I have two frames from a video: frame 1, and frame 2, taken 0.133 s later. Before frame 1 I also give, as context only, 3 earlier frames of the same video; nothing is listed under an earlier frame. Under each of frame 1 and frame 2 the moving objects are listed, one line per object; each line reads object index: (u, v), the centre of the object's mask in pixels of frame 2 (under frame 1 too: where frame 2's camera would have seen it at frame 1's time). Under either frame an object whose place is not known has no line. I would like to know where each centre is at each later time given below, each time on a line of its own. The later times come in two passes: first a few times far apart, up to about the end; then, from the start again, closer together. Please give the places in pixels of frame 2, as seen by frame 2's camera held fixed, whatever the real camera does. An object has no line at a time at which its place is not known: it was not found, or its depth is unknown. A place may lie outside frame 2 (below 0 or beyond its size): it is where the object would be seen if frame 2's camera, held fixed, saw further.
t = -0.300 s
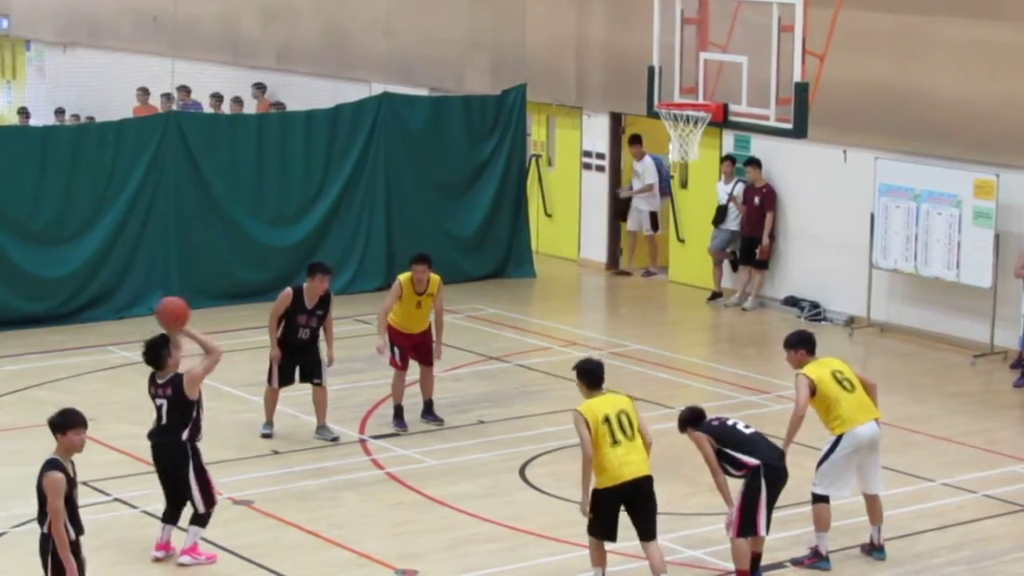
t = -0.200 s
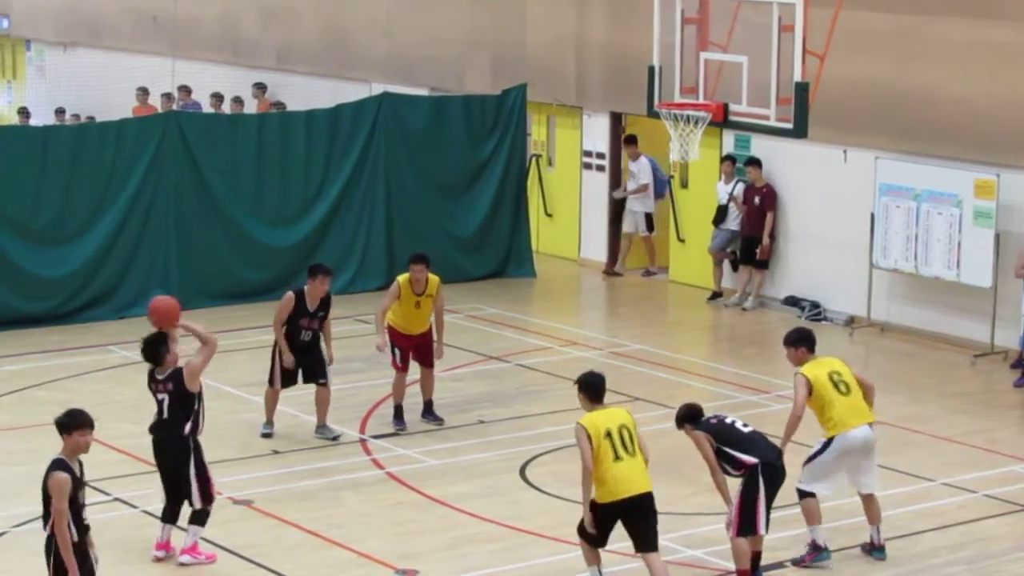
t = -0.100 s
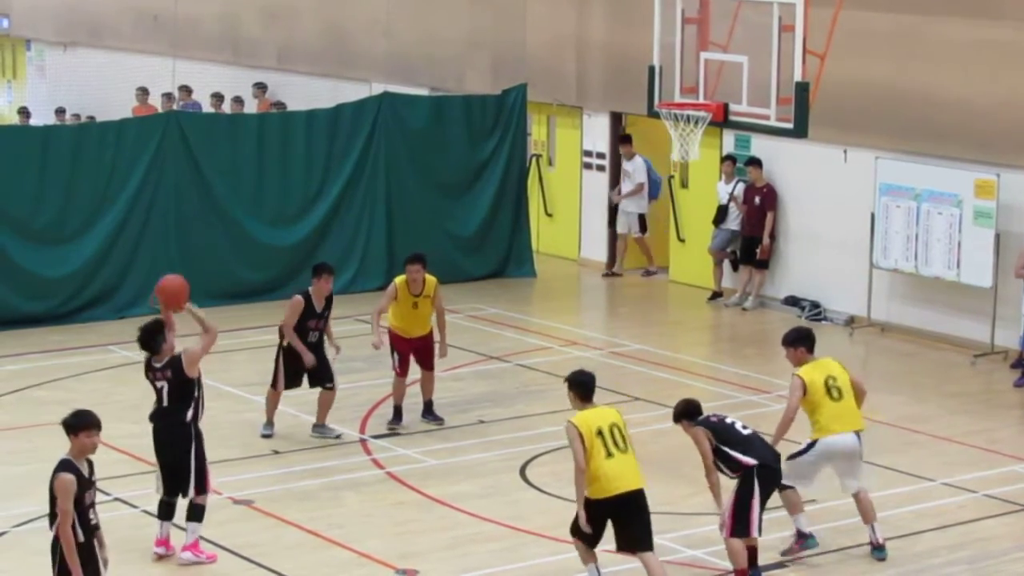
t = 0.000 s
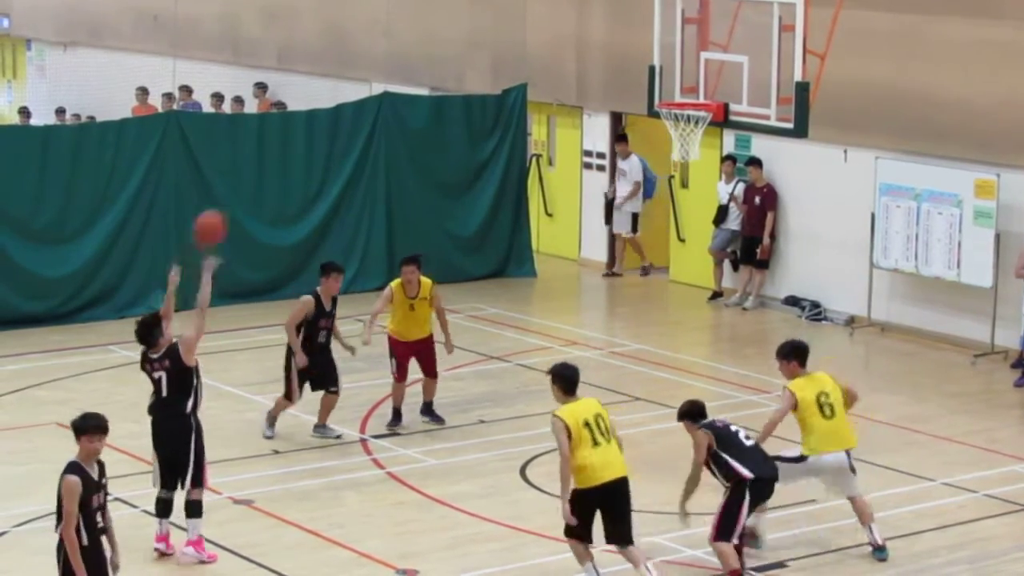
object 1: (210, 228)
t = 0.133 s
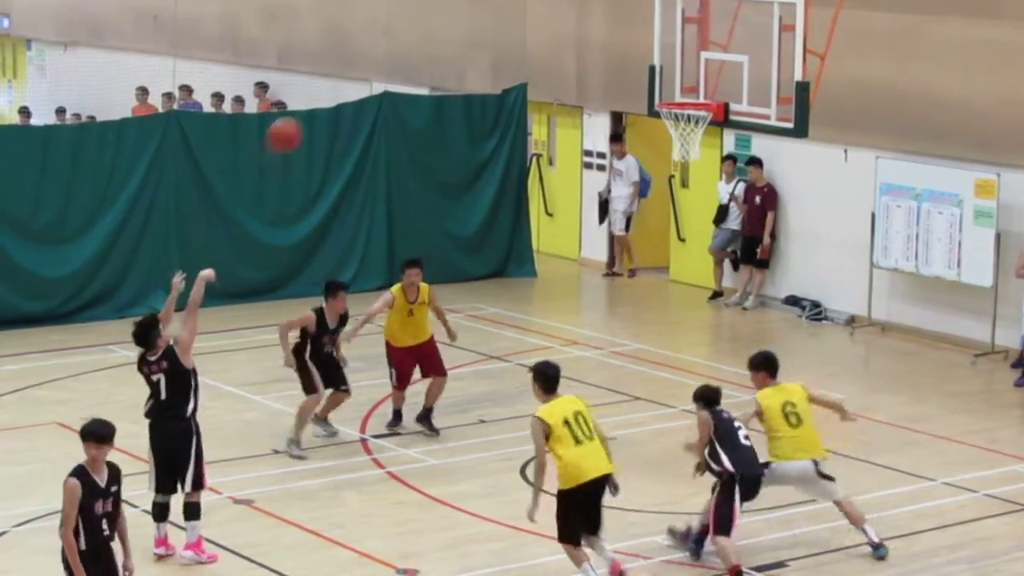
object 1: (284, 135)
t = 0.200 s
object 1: (320, 99)
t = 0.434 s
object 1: (441, 21)
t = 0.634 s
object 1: (536, 13)
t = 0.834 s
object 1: (626, 52)
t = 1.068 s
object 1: (703, 137)
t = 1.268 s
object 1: (706, 221)
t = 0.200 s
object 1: (320, 99)
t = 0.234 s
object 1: (338, 83)
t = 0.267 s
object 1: (356, 70)
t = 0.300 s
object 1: (373, 57)
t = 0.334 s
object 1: (391, 46)
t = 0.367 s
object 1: (407, 35)
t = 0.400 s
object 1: (424, 27)
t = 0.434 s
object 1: (441, 21)
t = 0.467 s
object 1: (457, 16)
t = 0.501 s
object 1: (473, 13)
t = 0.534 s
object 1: (489, 12)
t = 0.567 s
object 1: (505, 11)
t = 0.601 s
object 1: (521, 12)
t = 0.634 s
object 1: (536, 13)
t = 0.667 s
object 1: (552, 16)
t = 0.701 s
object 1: (567, 21)
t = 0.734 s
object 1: (582, 27)
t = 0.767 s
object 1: (597, 34)
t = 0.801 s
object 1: (611, 43)
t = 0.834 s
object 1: (626, 52)
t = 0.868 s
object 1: (639, 65)
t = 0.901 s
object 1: (653, 76)
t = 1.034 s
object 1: (700, 129)
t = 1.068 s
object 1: (703, 137)
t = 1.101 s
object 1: (703, 149)
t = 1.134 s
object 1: (703, 161)
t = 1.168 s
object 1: (704, 174)
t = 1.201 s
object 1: (705, 188)
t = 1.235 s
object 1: (705, 204)
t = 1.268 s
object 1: (706, 221)
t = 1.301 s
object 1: (707, 239)
